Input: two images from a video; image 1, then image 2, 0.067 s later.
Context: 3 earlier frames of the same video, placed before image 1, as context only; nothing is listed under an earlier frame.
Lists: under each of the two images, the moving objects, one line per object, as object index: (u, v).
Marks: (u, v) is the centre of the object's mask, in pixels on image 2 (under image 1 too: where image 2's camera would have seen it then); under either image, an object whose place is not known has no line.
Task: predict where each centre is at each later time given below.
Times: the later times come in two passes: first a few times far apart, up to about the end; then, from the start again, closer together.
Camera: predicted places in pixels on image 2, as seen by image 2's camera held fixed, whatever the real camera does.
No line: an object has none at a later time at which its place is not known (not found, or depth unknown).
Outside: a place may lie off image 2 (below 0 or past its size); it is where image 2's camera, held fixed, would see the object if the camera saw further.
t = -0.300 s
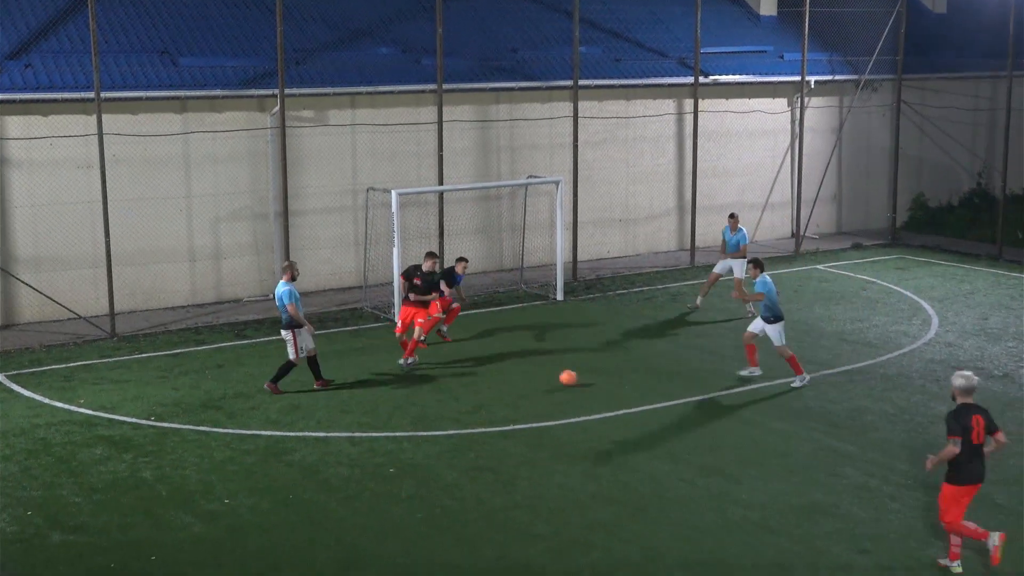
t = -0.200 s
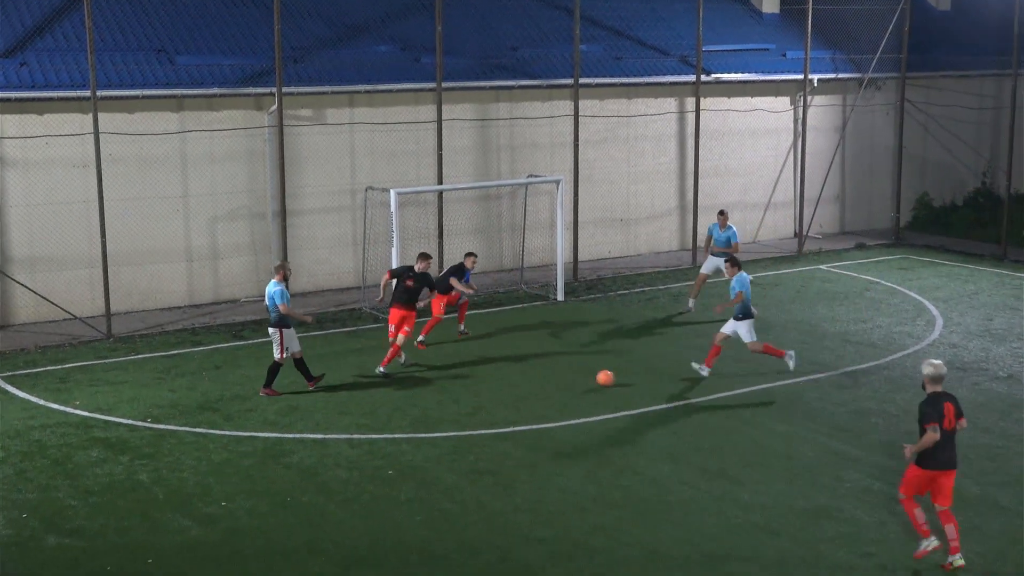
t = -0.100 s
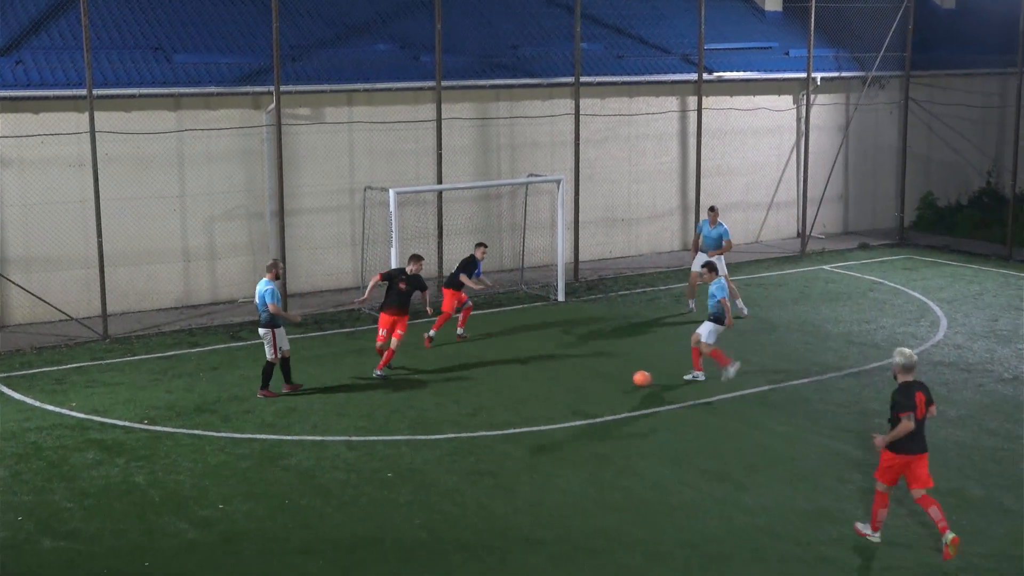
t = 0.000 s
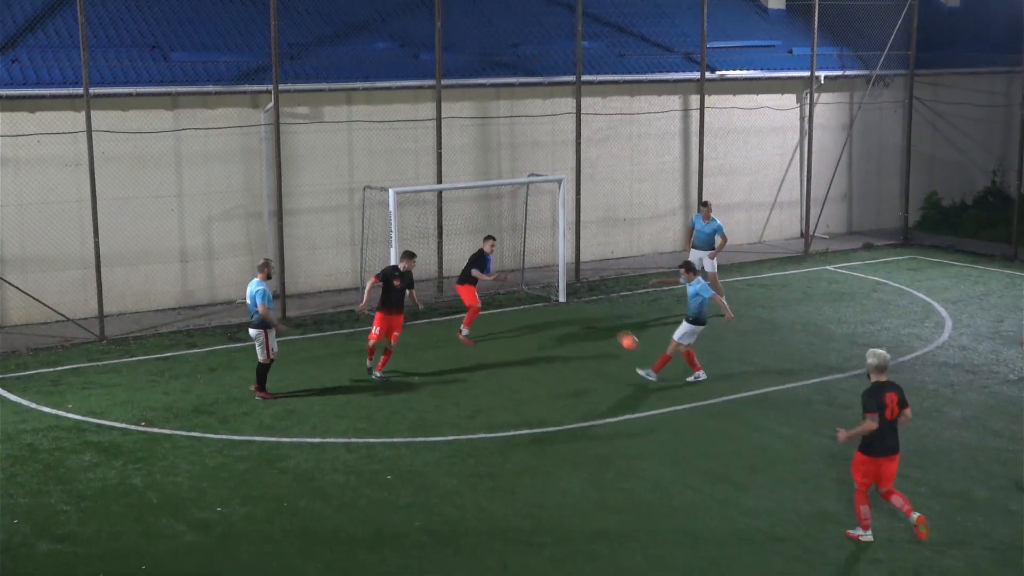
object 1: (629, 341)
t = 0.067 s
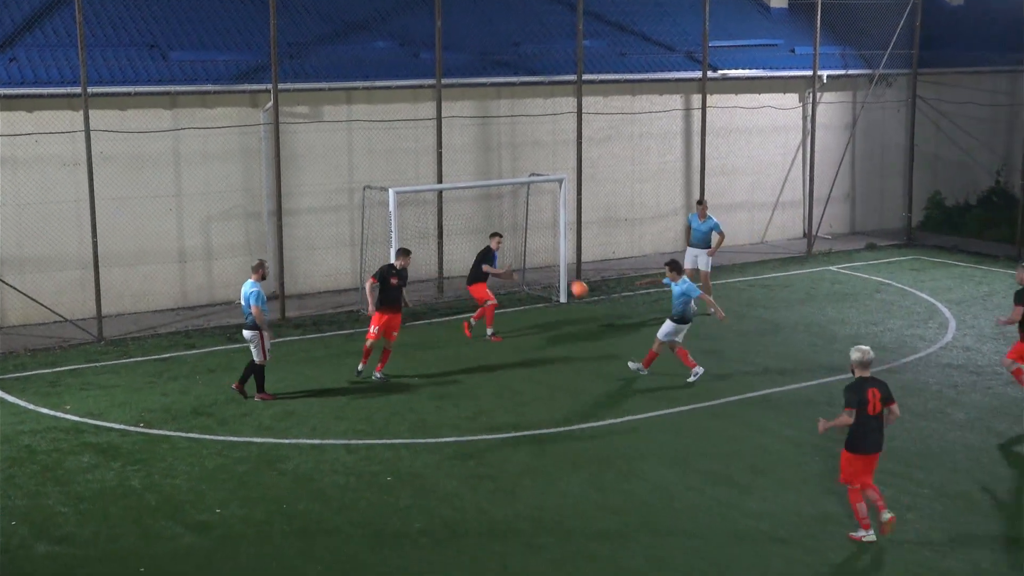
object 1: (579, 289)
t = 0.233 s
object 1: (478, 188)
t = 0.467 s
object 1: (384, 103)
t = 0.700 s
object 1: (391, 101)
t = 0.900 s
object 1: (397, 128)
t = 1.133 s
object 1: (407, 183)
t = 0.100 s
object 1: (558, 267)
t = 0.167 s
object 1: (513, 222)
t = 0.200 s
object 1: (495, 205)
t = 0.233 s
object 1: (478, 188)
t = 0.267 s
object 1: (459, 169)
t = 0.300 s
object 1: (442, 154)
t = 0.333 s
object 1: (428, 142)
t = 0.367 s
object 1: (411, 127)
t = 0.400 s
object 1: (397, 115)
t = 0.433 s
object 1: (387, 106)
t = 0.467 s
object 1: (384, 103)
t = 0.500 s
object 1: (385, 100)
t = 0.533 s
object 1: (386, 99)
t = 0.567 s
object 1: (387, 97)
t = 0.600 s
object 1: (388, 97)
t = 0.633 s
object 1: (389, 98)
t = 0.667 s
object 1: (390, 99)
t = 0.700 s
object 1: (391, 101)
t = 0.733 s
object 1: (392, 104)
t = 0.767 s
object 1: (393, 107)
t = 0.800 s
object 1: (394, 111)
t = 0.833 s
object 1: (395, 115)
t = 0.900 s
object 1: (397, 128)
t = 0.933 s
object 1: (398, 134)
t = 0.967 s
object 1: (399, 143)
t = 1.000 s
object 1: (400, 151)
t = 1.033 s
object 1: (402, 160)
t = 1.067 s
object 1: (403, 171)
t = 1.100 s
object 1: (405, 181)
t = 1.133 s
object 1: (407, 183)
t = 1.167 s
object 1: (409, 184)
